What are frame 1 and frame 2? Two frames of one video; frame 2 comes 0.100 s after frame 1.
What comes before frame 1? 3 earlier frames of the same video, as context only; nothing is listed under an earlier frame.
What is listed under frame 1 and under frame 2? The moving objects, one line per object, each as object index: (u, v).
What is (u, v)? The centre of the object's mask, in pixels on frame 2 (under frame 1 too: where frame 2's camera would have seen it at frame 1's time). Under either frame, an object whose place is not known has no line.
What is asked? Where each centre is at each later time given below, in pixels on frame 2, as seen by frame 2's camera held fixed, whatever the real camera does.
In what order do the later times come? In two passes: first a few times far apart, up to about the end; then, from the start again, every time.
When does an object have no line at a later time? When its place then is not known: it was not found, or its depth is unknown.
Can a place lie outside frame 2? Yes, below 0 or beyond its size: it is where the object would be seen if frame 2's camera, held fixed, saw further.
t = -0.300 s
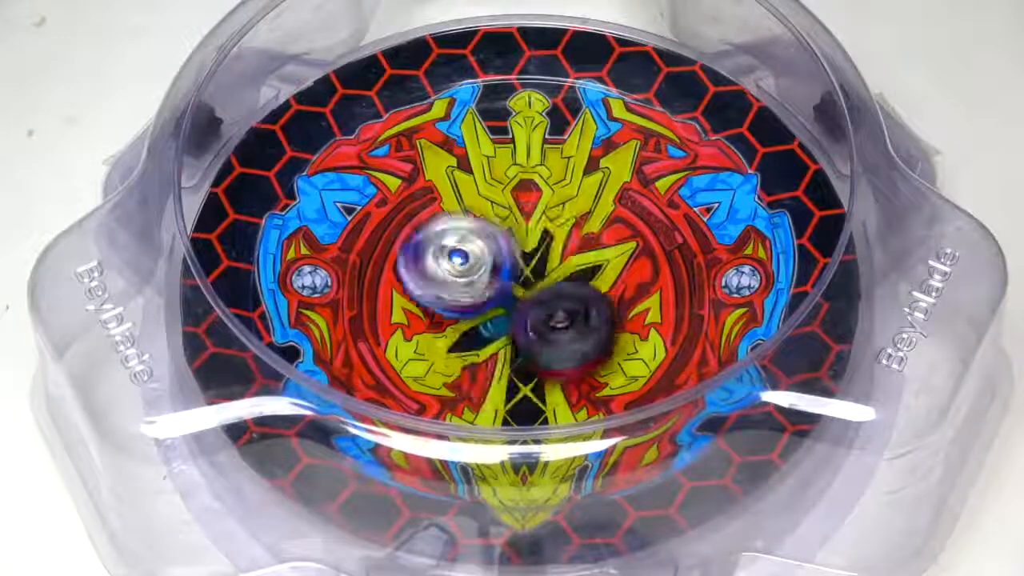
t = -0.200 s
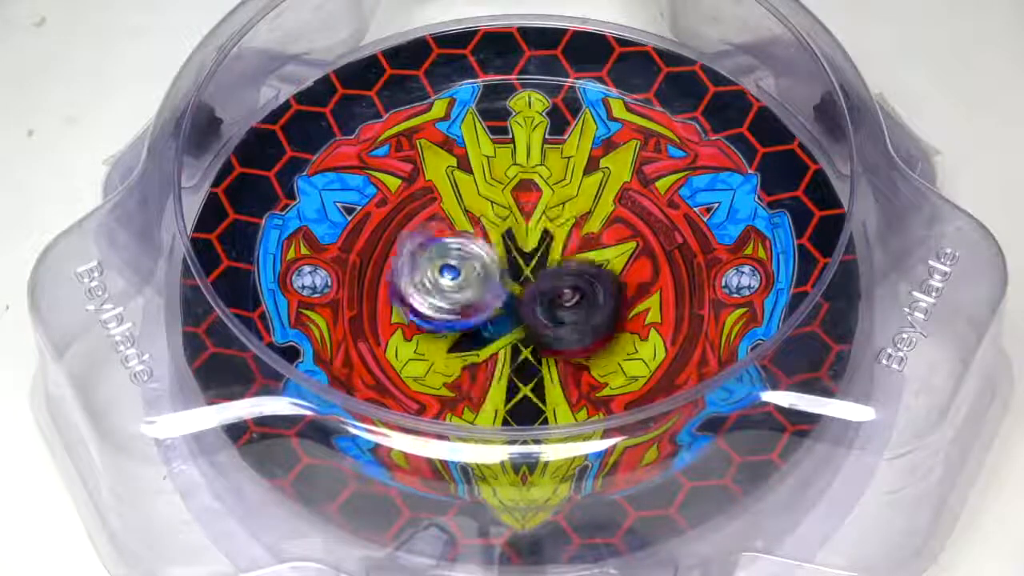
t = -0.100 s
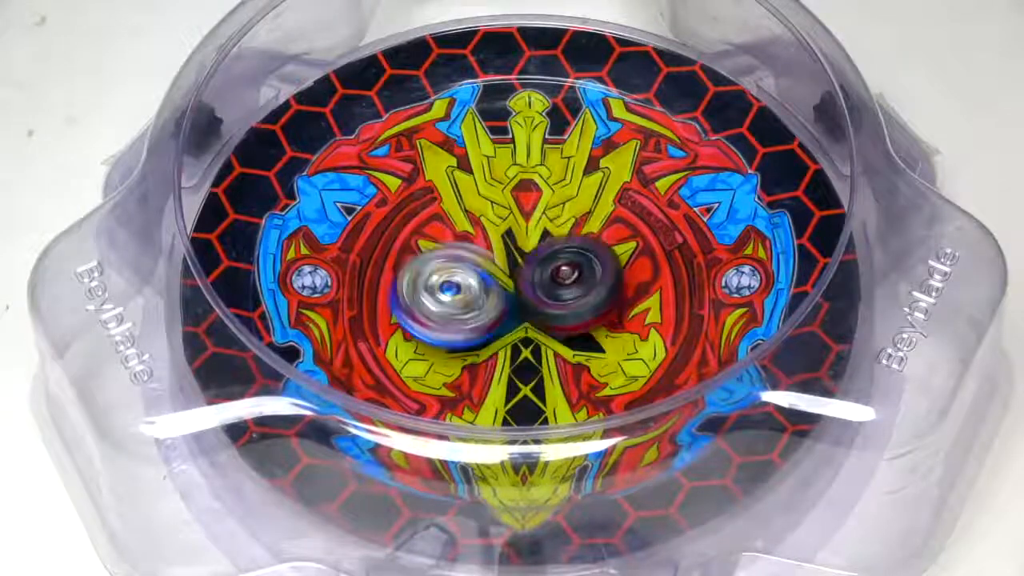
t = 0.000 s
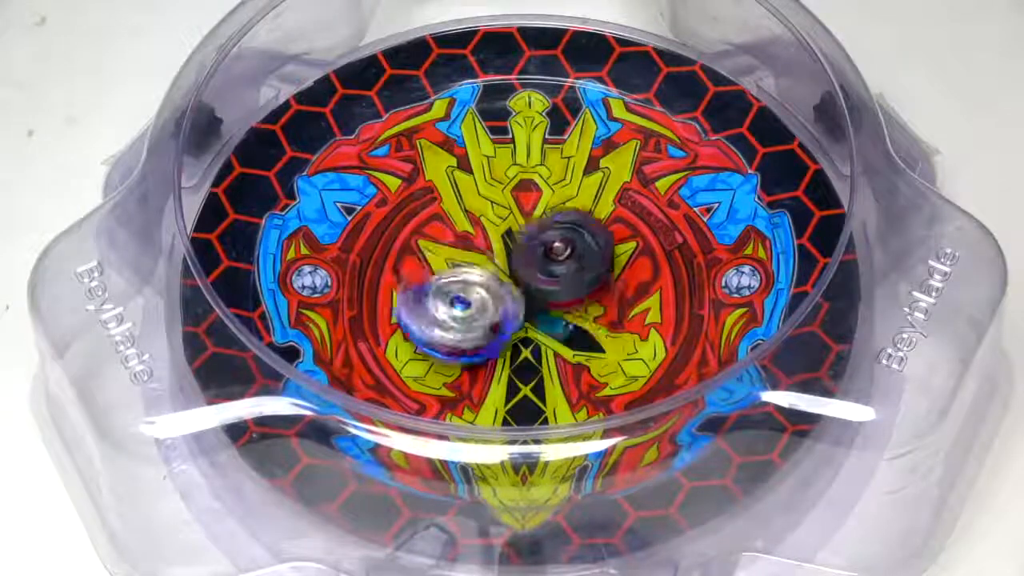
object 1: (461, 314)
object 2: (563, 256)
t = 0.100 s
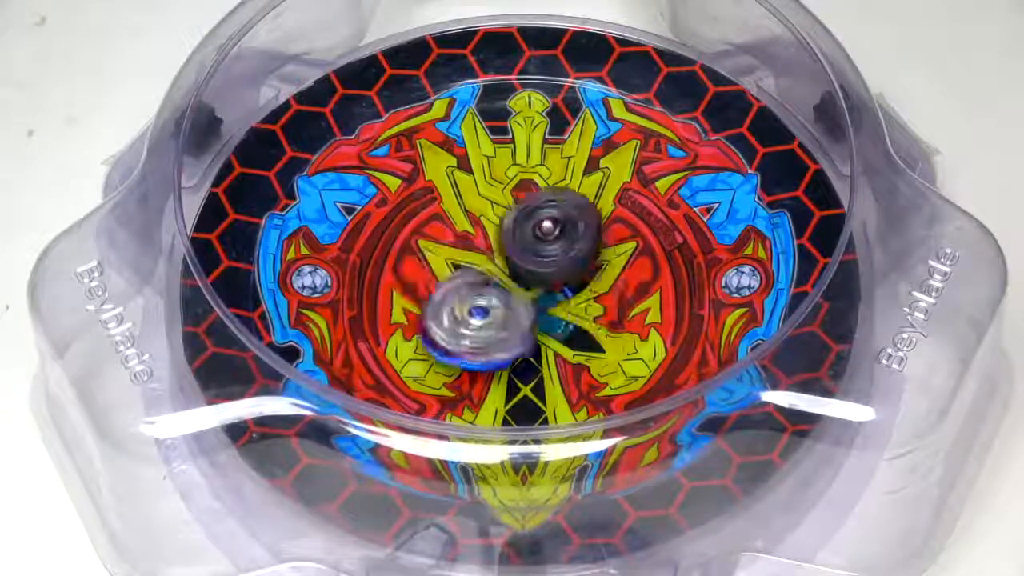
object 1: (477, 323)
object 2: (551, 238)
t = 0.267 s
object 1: (515, 322)
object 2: (529, 214)
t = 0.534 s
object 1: (570, 299)
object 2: (496, 208)
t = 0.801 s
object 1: (596, 283)
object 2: (477, 260)
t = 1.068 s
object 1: (595, 256)
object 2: (454, 328)
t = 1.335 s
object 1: (557, 268)
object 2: (500, 351)
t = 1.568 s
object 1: (558, 237)
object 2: (545, 356)
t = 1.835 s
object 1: (541, 229)
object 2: (570, 316)
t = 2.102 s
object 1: (461, 287)
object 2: (577, 289)
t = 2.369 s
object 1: (502, 364)
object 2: (523, 256)
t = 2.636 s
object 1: (574, 302)
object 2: (475, 267)
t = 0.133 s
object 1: (483, 325)
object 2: (547, 231)
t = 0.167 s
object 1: (494, 326)
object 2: (541, 226)
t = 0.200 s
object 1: (503, 325)
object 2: (536, 218)
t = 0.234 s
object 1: (510, 325)
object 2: (532, 215)
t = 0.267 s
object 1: (515, 322)
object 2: (529, 214)
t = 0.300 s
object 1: (522, 320)
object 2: (525, 211)
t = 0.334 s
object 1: (530, 313)
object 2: (520, 210)
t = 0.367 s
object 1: (535, 308)
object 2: (516, 210)
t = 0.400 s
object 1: (541, 306)
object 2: (513, 210)
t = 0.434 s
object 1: (549, 305)
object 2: (511, 209)
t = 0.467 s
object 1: (553, 301)
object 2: (508, 210)
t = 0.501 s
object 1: (560, 299)
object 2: (502, 210)
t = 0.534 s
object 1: (570, 299)
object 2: (496, 208)
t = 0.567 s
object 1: (580, 298)
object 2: (491, 210)
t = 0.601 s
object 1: (587, 297)
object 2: (487, 213)
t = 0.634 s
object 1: (591, 297)
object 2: (486, 218)
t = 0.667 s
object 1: (595, 295)
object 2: (481, 228)
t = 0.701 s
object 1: (596, 291)
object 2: (478, 235)
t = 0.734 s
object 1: (600, 287)
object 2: (478, 242)
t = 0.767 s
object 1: (601, 284)
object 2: (477, 252)
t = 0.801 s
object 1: (596, 283)
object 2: (477, 260)
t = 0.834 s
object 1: (594, 280)
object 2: (478, 268)
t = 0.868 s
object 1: (600, 276)
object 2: (463, 281)
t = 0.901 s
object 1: (606, 271)
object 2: (457, 289)
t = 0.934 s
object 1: (604, 271)
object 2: (455, 297)
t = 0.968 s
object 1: (604, 267)
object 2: (451, 306)
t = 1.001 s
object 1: (603, 261)
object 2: (452, 313)
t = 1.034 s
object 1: (602, 258)
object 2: (451, 320)
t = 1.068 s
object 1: (595, 256)
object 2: (454, 328)
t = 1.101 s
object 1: (588, 253)
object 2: (458, 333)
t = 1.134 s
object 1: (583, 253)
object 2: (462, 338)
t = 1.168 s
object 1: (580, 253)
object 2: (467, 346)
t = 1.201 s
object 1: (573, 256)
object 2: (472, 348)
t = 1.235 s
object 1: (566, 256)
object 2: (476, 349)
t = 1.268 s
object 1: (561, 260)
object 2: (489, 351)
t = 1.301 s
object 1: (559, 264)
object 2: (493, 351)
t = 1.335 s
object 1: (557, 268)
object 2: (500, 351)
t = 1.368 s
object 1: (558, 267)
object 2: (512, 352)
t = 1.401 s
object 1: (560, 262)
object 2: (514, 353)
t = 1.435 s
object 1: (559, 262)
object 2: (517, 351)
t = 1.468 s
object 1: (557, 263)
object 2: (527, 349)
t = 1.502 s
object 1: (556, 257)
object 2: (532, 350)
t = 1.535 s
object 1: (558, 250)
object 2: (539, 355)
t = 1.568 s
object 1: (558, 237)
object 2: (545, 356)
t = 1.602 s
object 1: (561, 230)
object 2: (548, 357)
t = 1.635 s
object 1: (560, 227)
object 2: (552, 352)
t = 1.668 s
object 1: (554, 224)
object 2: (556, 347)
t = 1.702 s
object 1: (554, 224)
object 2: (560, 340)
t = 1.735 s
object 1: (552, 225)
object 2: (561, 334)
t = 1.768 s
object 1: (551, 229)
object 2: (565, 325)
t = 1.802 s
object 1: (550, 229)
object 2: (565, 320)
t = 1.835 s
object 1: (541, 229)
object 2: (570, 316)
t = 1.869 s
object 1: (525, 222)
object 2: (581, 319)
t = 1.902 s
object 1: (515, 223)
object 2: (584, 318)
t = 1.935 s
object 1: (503, 226)
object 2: (584, 315)
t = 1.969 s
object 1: (493, 237)
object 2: (580, 309)
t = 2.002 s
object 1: (486, 245)
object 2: (578, 304)
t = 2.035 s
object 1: (479, 258)
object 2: (575, 299)
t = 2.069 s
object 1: (467, 274)
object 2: (578, 293)
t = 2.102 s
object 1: (461, 287)
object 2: (577, 289)
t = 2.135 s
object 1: (459, 299)
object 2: (573, 284)
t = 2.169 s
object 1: (458, 318)
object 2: (568, 278)
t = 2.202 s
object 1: (460, 329)
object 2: (562, 274)
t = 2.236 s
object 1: (462, 340)
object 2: (556, 269)
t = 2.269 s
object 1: (473, 352)
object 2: (547, 265)
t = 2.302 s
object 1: (480, 357)
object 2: (539, 261)
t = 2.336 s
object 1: (493, 361)
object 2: (534, 260)
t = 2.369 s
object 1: (502, 364)
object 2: (523, 256)
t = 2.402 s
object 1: (515, 364)
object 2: (516, 256)
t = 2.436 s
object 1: (527, 362)
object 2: (510, 254)
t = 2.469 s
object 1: (538, 355)
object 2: (500, 254)
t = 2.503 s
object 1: (552, 348)
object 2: (495, 257)
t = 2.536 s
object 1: (558, 340)
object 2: (490, 257)
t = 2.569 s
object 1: (569, 324)
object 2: (484, 261)
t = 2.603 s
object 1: (572, 312)
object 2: (481, 266)
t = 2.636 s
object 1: (574, 302)
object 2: (475, 267)
